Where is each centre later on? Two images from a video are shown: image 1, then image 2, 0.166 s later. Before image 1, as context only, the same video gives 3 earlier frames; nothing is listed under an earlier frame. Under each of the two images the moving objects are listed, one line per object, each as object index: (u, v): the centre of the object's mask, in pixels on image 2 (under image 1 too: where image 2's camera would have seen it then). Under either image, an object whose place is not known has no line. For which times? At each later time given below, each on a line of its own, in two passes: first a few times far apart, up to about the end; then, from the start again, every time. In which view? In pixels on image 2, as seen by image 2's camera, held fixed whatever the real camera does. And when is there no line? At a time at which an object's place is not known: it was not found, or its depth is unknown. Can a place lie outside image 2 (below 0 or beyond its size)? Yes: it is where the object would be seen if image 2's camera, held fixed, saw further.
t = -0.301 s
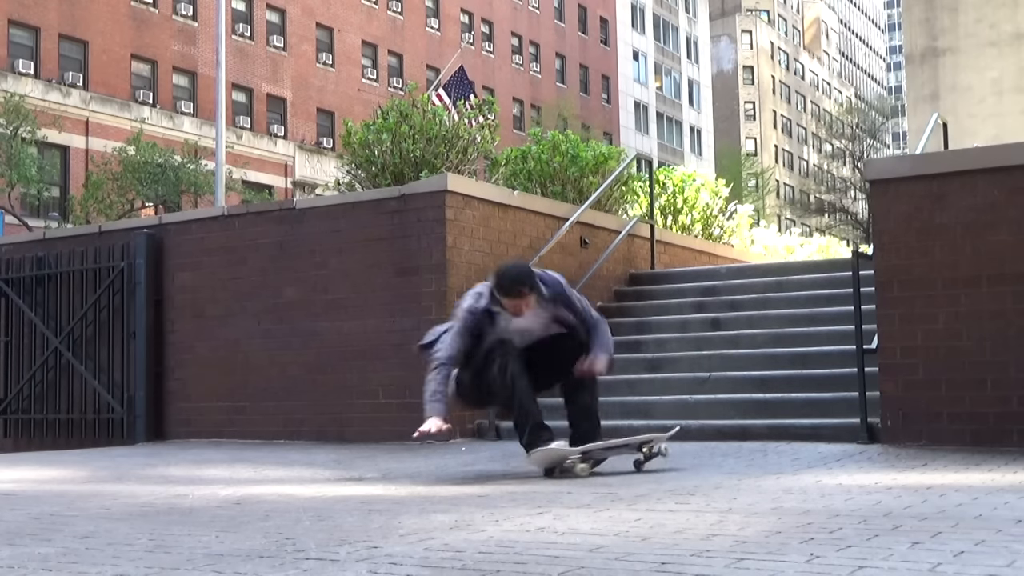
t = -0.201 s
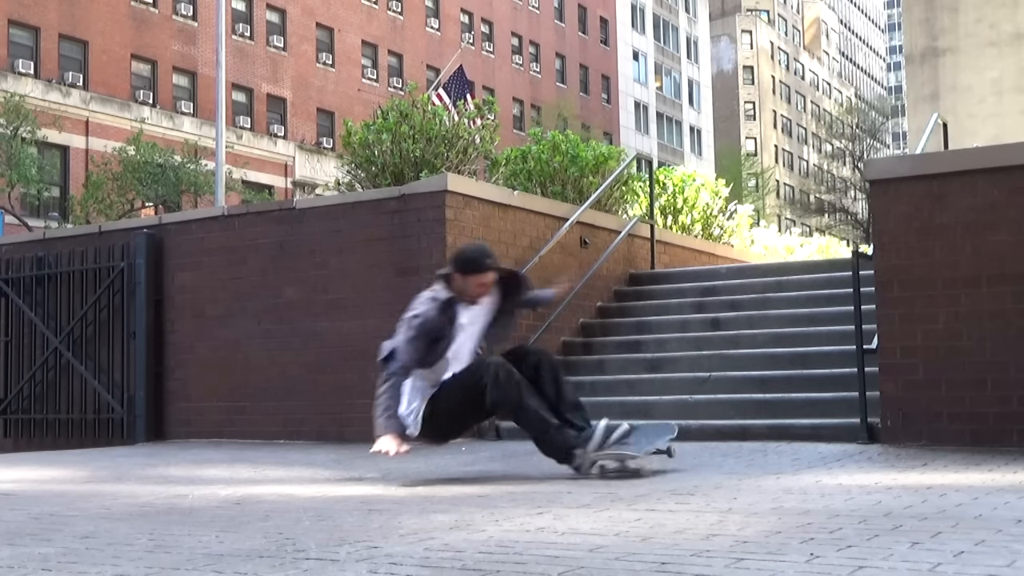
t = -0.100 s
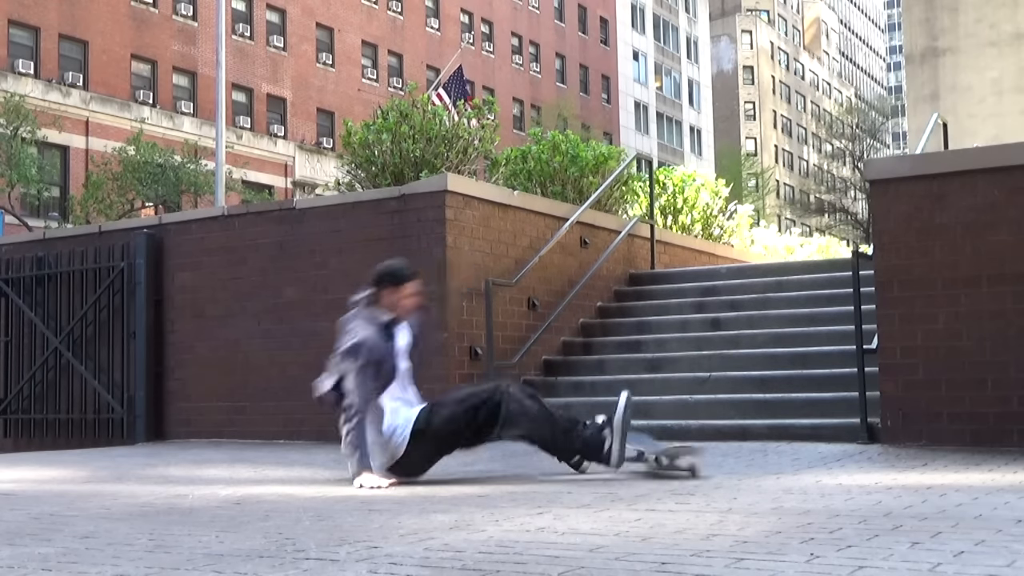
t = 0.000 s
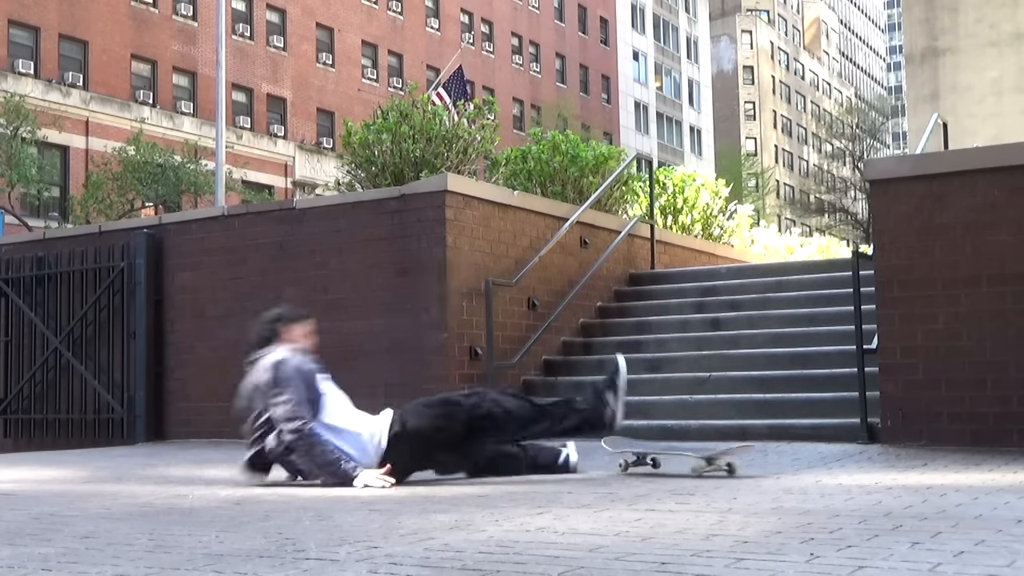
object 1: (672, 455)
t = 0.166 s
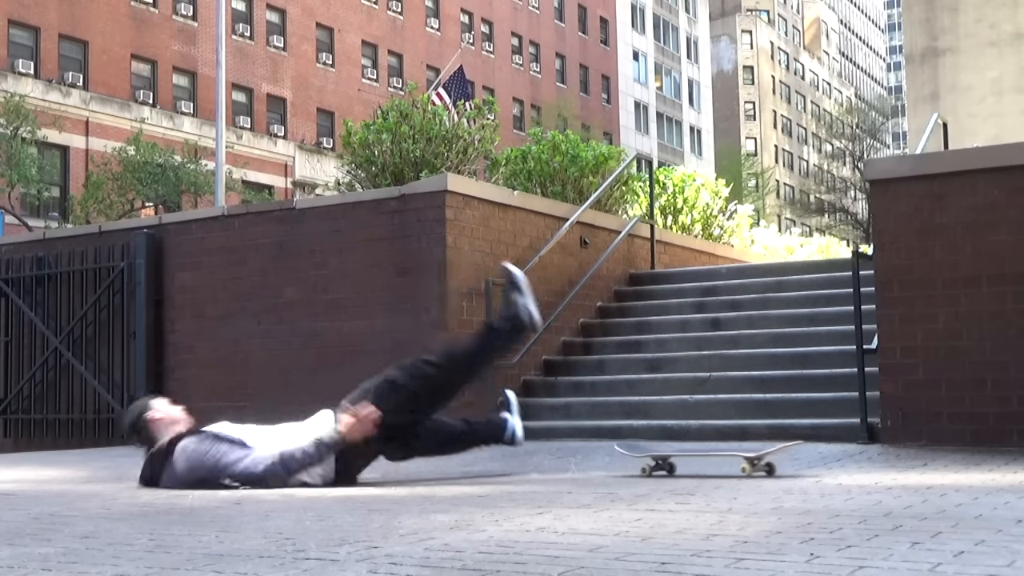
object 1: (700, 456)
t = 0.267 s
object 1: (721, 456)
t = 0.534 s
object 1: (780, 456)
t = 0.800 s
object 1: (838, 456)
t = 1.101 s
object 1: (891, 457)
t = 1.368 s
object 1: (925, 460)
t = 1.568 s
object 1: (930, 458)
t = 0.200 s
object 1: (707, 456)
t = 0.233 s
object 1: (714, 456)
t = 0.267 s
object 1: (721, 456)
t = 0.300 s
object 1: (728, 456)
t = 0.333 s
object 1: (736, 456)
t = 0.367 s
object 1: (743, 455)
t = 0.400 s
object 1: (750, 455)
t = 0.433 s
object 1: (758, 456)
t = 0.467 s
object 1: (766, 455)
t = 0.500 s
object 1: (773, 456)
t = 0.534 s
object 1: (780, 456)
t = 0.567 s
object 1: (789, 456)
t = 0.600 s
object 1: (796, 456)
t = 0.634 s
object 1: (804, 456)
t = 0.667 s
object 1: (810, 456)
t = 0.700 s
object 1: (816, 456)
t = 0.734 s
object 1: (824, 456)
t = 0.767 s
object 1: (829, 456)
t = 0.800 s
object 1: (838, 456)
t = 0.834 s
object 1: (843, 457)
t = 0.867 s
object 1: (850, 457)
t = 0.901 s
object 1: (856, 456)
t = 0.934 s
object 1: (864, 457)
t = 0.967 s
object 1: (868, 457)
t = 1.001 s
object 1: (874, 458)
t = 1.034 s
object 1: (880, 457)
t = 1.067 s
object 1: (884, 457)
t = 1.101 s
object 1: (891, 457)
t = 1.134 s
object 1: (896, 458)
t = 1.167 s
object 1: (904, 458)
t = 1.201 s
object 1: (907, 458)
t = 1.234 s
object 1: (910, 458)
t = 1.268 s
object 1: (914, 458)
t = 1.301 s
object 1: (916, 458)
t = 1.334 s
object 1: (920, 458)
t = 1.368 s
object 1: (925, 460)
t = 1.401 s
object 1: (927, 459)
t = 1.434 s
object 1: (930, 458)
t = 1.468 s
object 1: (930, 458)
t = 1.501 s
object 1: (930, 459)
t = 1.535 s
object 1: (931, 459)
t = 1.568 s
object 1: (930, 458)
